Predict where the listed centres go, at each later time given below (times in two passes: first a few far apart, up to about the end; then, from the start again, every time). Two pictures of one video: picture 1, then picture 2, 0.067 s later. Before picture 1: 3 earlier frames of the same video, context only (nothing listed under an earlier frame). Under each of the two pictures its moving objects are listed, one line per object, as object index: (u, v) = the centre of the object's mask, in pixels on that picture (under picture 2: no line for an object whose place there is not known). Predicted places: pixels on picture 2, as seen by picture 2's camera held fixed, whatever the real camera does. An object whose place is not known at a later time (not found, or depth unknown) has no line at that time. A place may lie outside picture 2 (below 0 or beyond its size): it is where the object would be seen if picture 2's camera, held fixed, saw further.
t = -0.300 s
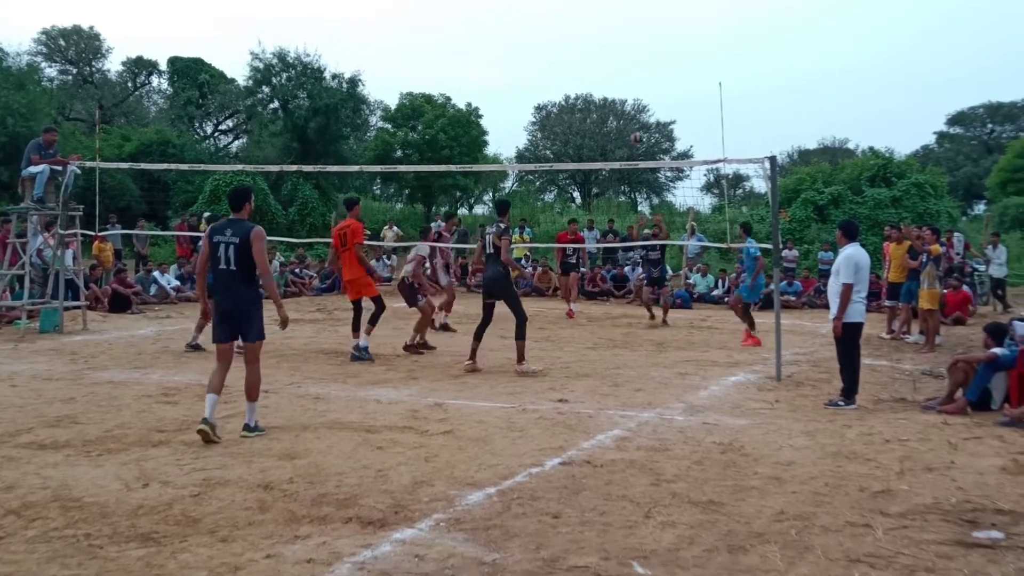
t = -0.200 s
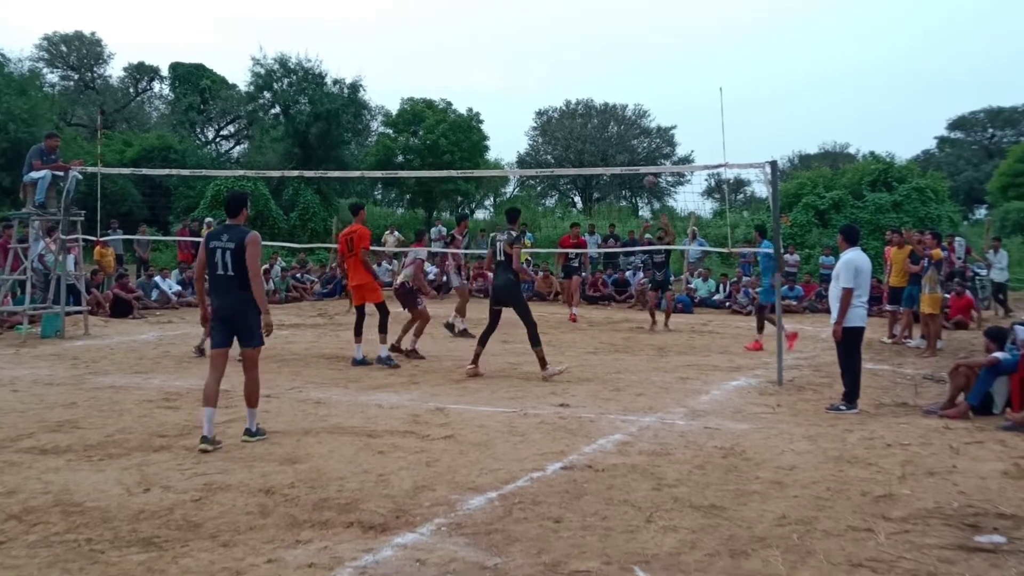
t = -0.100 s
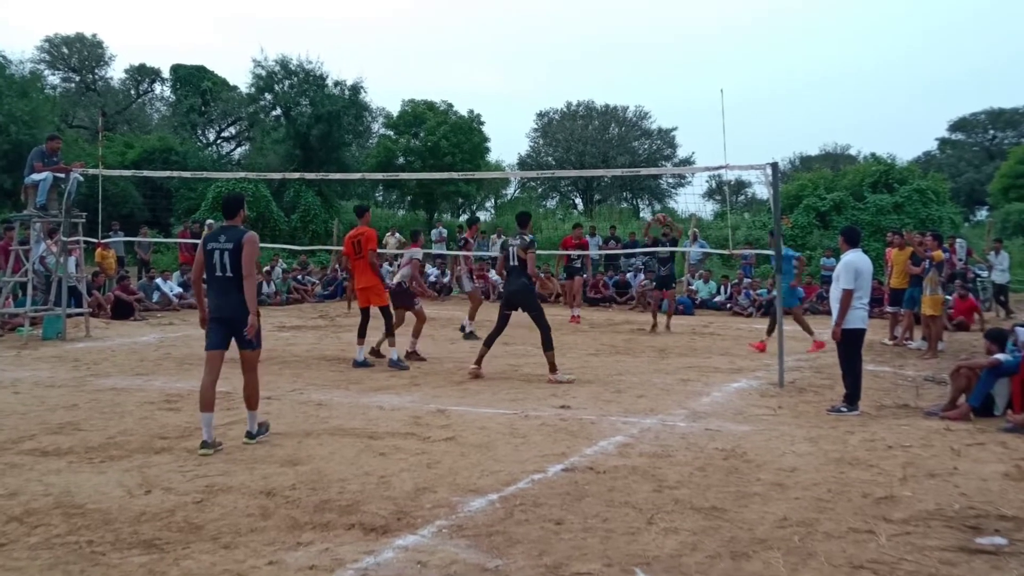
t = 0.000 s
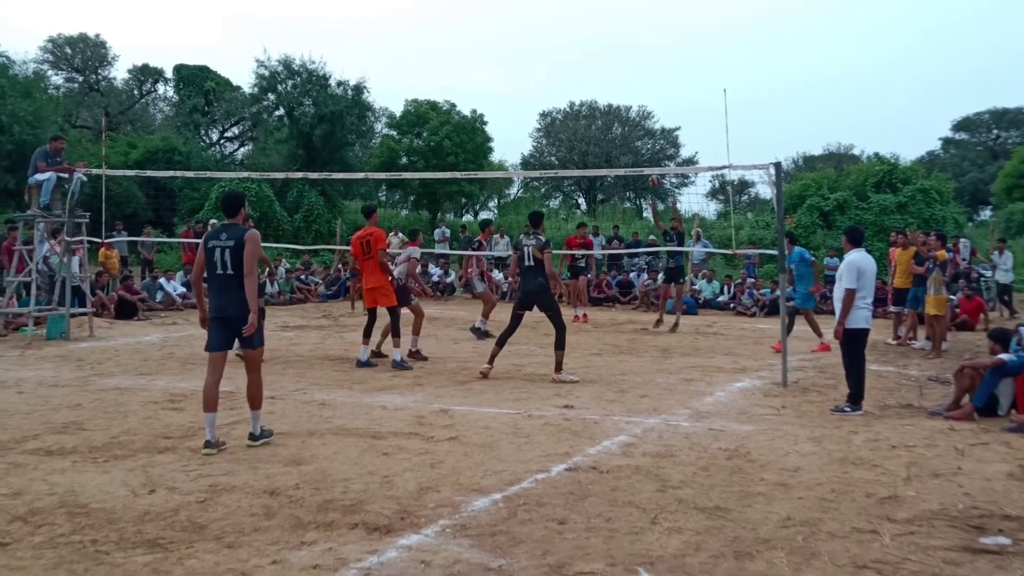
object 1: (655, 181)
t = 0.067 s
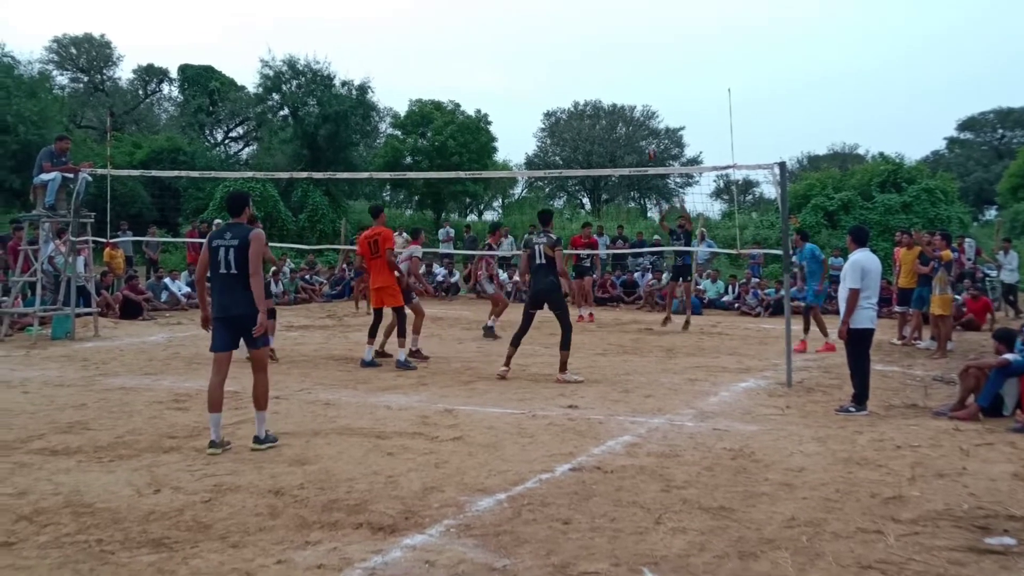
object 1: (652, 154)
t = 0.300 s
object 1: (626, 74)
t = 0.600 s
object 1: (589, 17)
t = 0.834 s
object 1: (559, 13)
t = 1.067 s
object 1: (527, 50)
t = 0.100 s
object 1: (649, 141)
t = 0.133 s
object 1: (645, 130)
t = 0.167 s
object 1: (642, 117)
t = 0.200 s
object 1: (637, 105)
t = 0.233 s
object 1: (634, 94)
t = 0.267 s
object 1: (630, 84)
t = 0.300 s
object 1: (626, 74)
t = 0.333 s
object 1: (622, 65)
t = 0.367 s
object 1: (618, 57)
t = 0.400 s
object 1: (614, 49)
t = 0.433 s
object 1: (610, 42)
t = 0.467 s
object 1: (606, 36)
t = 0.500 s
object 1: (602, 30)
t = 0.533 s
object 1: (598, 25)
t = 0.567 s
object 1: (593, 20)
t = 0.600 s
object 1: (589, 17)
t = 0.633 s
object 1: (585, 14)
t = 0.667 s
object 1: (581, 12)
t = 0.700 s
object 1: (576, 10)
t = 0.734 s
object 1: (572, 10)
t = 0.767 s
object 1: (568, 10)
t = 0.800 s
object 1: (564, 11)
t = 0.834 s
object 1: (559, 13)
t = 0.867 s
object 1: (555, 16)
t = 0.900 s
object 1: (550, 19)
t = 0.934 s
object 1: (546, 24)
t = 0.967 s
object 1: (541, 29)
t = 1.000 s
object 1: (537, 36)
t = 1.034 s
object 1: (532, 43)
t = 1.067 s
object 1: (527, 50)
